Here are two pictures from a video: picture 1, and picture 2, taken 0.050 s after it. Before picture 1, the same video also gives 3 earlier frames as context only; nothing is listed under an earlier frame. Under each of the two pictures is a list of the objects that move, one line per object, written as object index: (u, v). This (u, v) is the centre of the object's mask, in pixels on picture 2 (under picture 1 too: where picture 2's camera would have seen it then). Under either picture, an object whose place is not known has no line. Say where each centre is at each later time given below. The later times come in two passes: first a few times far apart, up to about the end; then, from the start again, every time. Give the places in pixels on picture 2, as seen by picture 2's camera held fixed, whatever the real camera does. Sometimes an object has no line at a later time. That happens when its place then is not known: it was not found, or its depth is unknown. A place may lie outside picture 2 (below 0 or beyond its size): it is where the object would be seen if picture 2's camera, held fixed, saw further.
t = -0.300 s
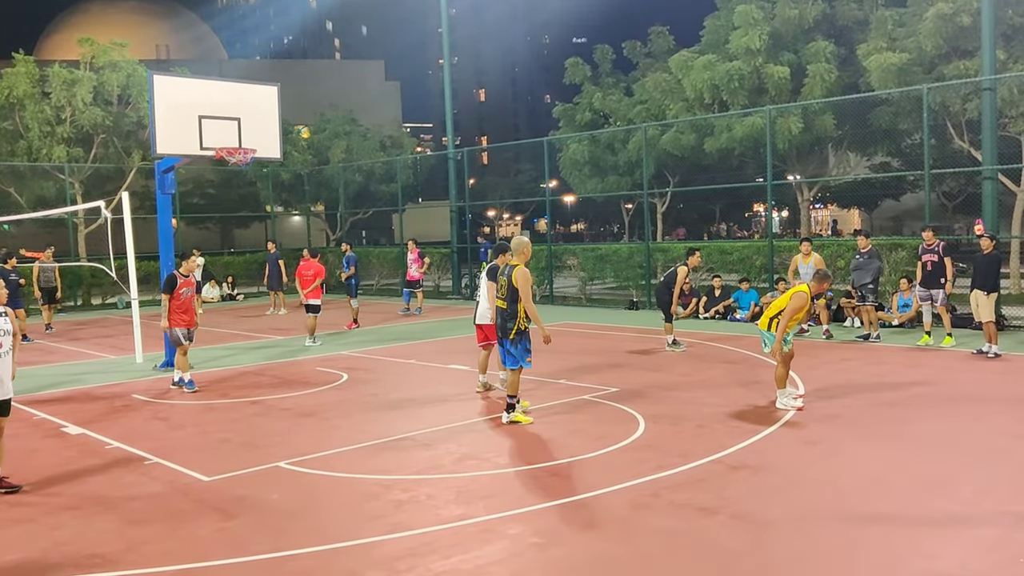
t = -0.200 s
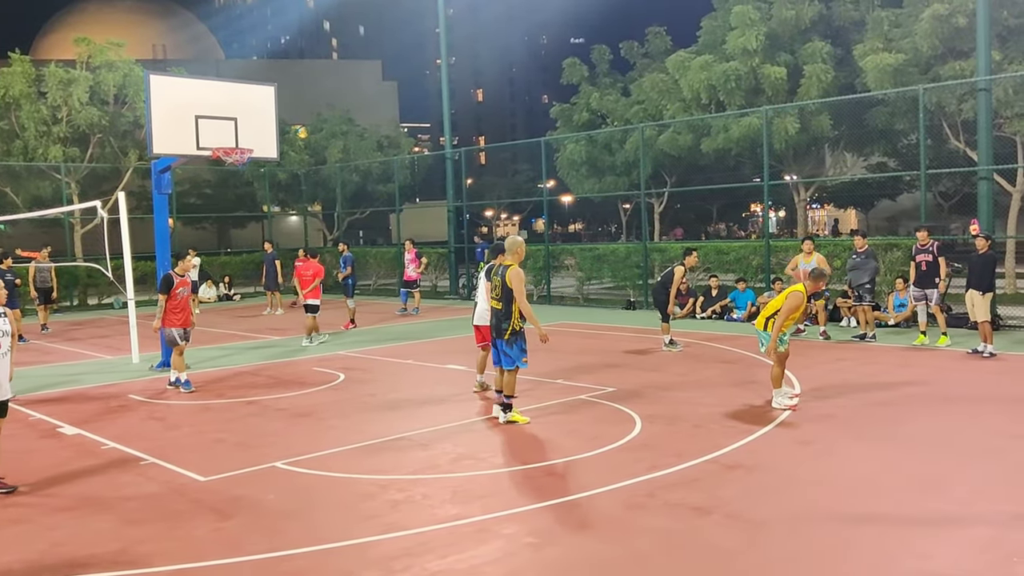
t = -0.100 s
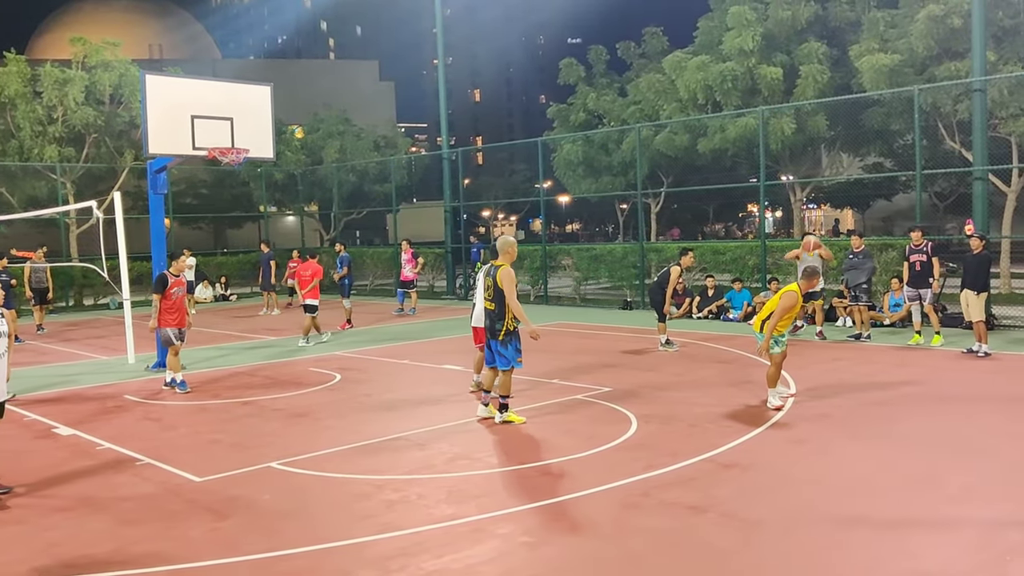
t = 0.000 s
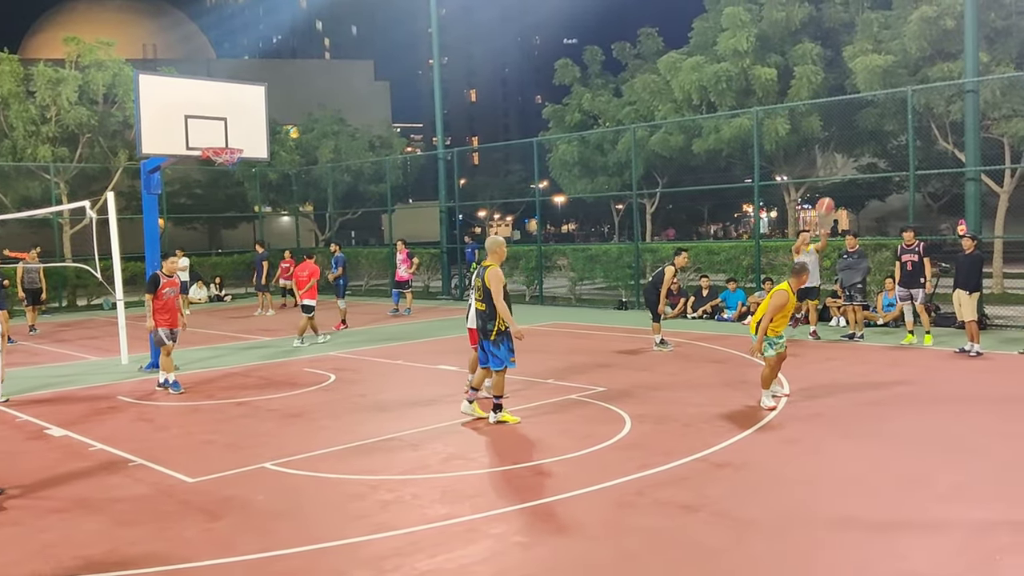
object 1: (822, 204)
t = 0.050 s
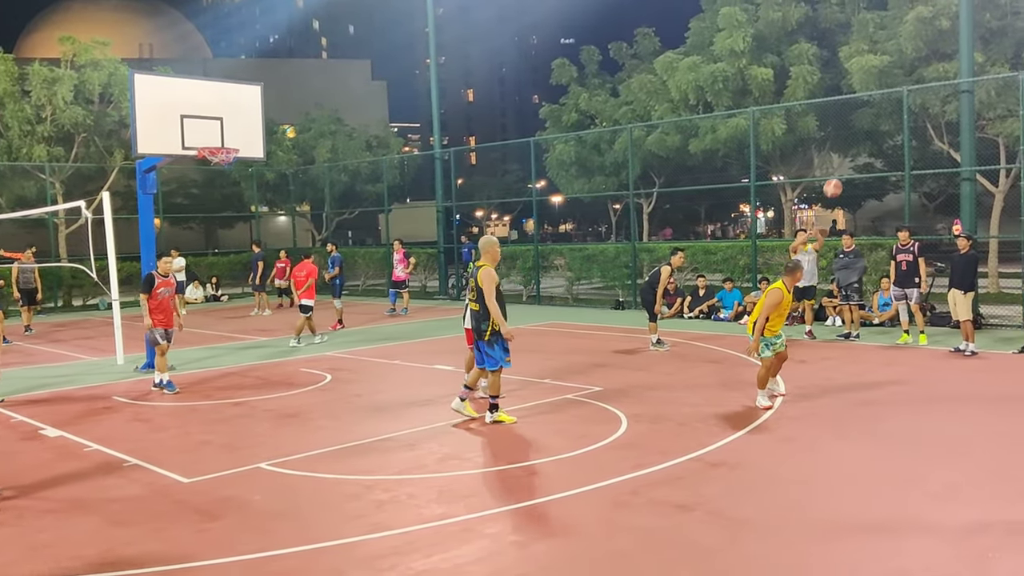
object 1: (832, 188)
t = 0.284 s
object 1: (893, 111)
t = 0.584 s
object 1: (1012, 43)
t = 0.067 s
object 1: (836, 182)
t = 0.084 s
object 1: (839, 176)
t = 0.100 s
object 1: (844, 170)
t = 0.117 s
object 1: (848, 165)
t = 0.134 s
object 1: (852, 159)
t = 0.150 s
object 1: (856, 153)
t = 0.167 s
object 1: (860, 148)
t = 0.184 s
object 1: (864, 142)
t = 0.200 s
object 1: (869, 137)
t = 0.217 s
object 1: (873, 131)
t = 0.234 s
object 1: (878, 126)
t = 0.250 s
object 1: (883, 121)
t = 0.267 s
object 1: (888, 116)
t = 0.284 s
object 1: (893, 111)
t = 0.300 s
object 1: (898, 106)
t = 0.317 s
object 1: (903, 101)
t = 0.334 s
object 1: (909, 97)
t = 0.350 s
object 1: (914, 92)
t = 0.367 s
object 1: (919, 87)
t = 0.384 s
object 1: (926, 82)
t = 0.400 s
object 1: (931, 78)
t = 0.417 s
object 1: (939, 74)
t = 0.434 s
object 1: (945, 70)
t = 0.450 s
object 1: (952, 66)
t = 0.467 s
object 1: (959, 62)
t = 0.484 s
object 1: (966, 60)
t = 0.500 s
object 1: (973, 56)
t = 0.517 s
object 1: (981, 53)
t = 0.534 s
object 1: (989, 50)
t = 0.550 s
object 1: (996, 47)
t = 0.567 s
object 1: (1004, 44)
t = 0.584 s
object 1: (1012, 43)
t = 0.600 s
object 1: (1021, 40)
